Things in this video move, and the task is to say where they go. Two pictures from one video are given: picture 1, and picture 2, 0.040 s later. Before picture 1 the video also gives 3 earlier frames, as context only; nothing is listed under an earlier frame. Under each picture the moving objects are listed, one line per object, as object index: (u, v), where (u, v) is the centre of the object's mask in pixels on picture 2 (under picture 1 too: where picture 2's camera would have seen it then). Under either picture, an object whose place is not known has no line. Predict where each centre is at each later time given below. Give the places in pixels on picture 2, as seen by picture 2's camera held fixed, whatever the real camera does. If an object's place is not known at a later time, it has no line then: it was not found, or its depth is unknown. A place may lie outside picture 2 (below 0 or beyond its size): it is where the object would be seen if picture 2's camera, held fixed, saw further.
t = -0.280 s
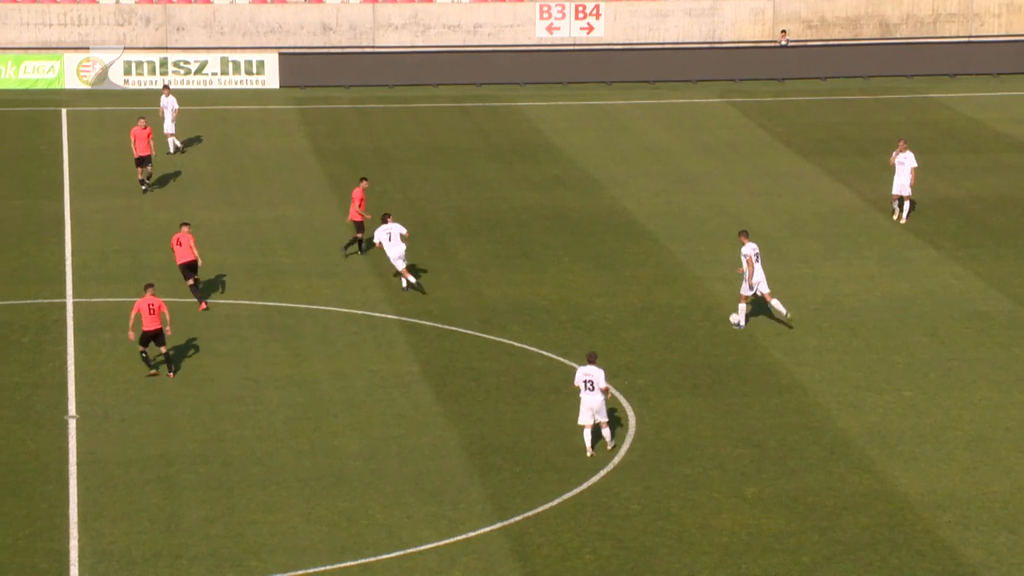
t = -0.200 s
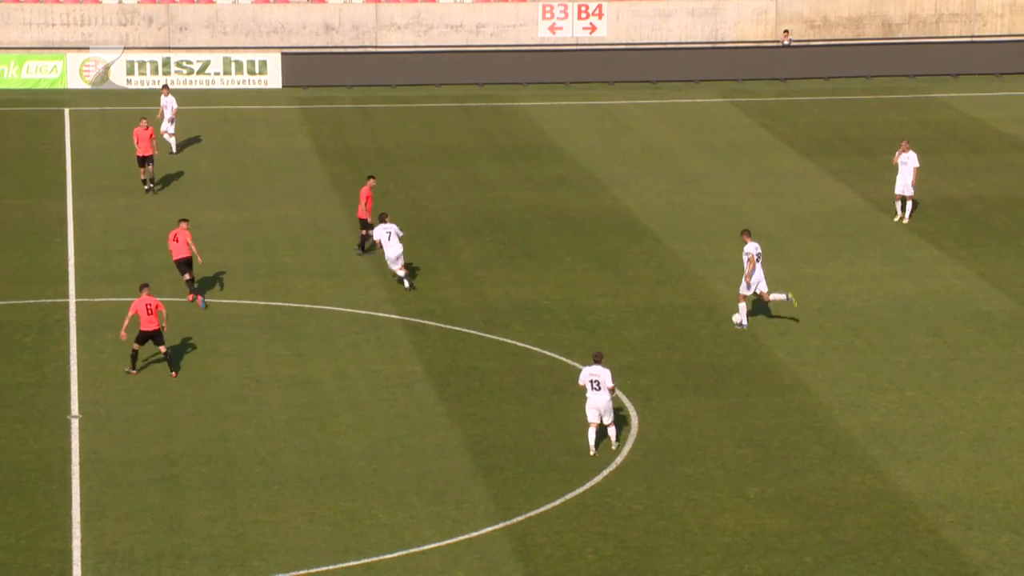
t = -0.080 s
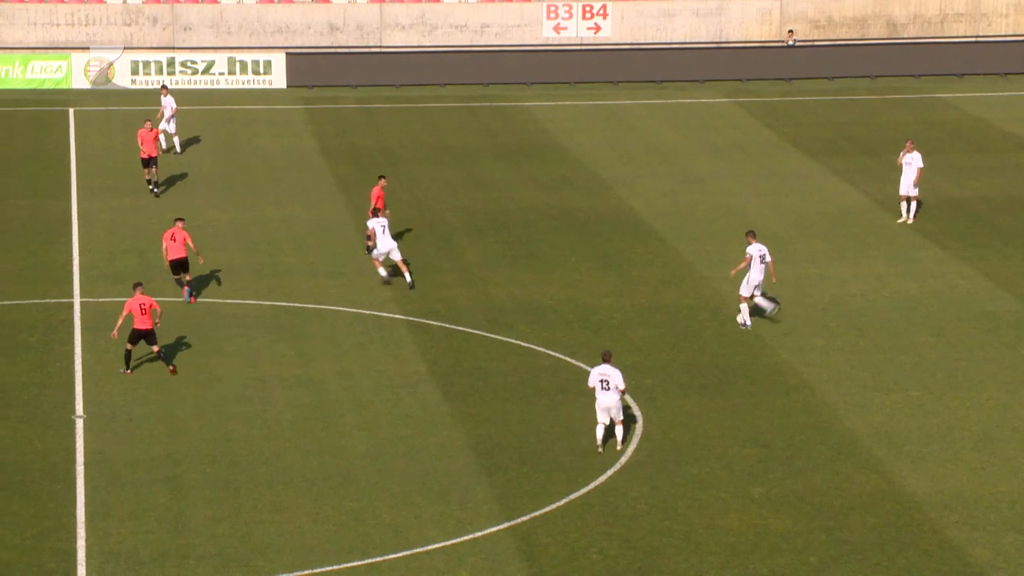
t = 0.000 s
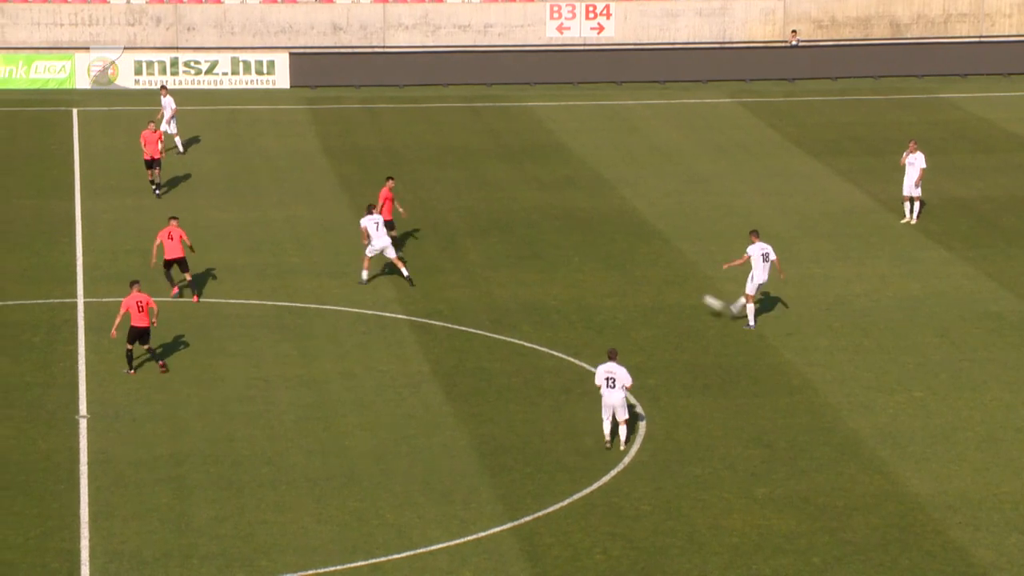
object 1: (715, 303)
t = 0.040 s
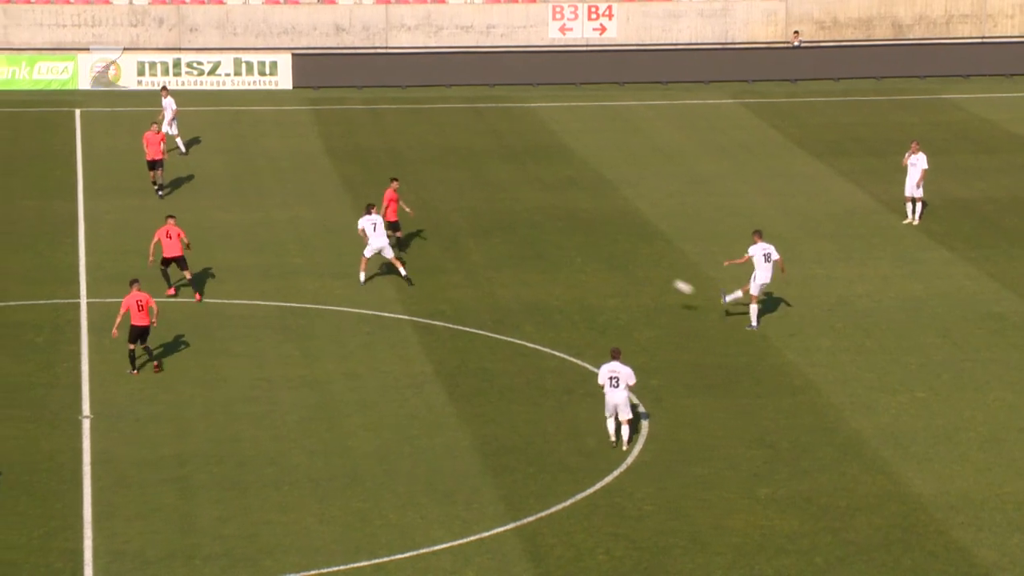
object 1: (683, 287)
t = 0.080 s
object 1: (652, 271)
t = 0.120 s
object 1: (621, 256)
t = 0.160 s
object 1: (592, 242)
